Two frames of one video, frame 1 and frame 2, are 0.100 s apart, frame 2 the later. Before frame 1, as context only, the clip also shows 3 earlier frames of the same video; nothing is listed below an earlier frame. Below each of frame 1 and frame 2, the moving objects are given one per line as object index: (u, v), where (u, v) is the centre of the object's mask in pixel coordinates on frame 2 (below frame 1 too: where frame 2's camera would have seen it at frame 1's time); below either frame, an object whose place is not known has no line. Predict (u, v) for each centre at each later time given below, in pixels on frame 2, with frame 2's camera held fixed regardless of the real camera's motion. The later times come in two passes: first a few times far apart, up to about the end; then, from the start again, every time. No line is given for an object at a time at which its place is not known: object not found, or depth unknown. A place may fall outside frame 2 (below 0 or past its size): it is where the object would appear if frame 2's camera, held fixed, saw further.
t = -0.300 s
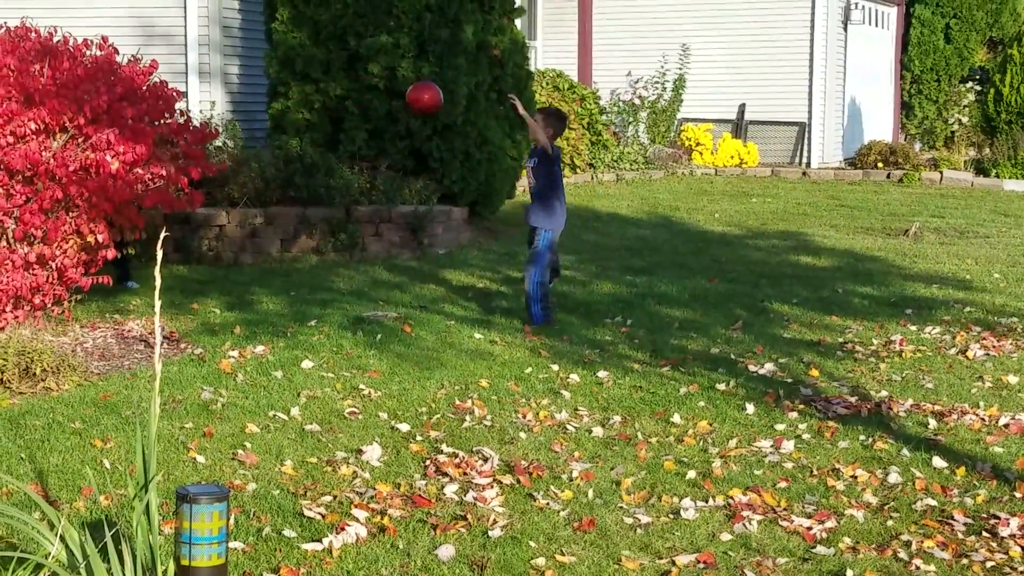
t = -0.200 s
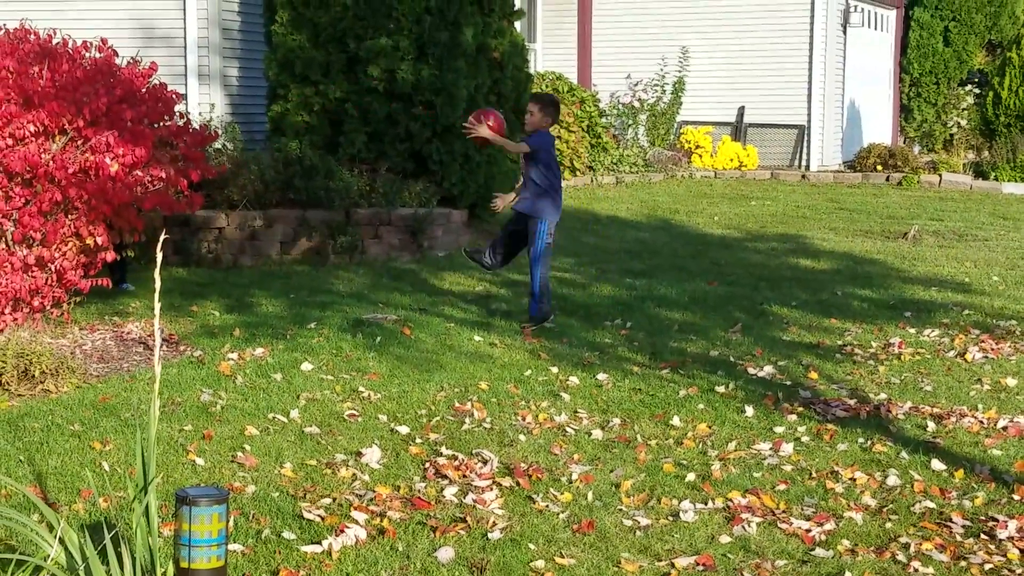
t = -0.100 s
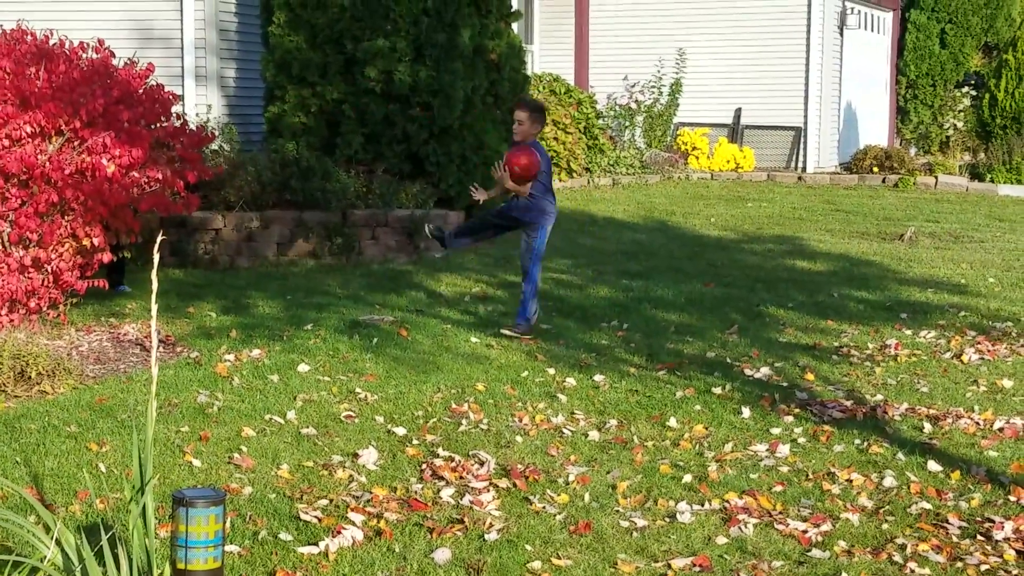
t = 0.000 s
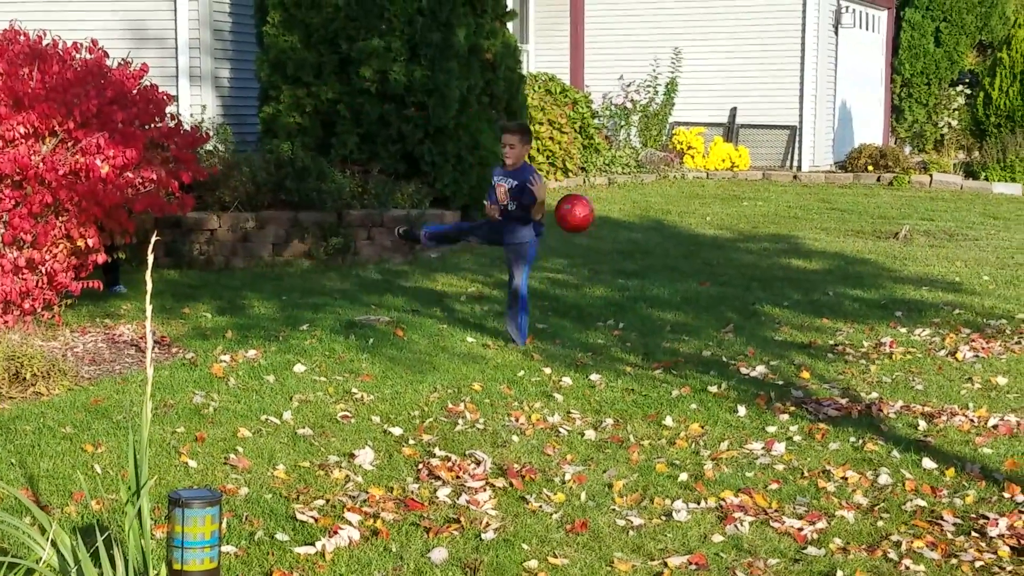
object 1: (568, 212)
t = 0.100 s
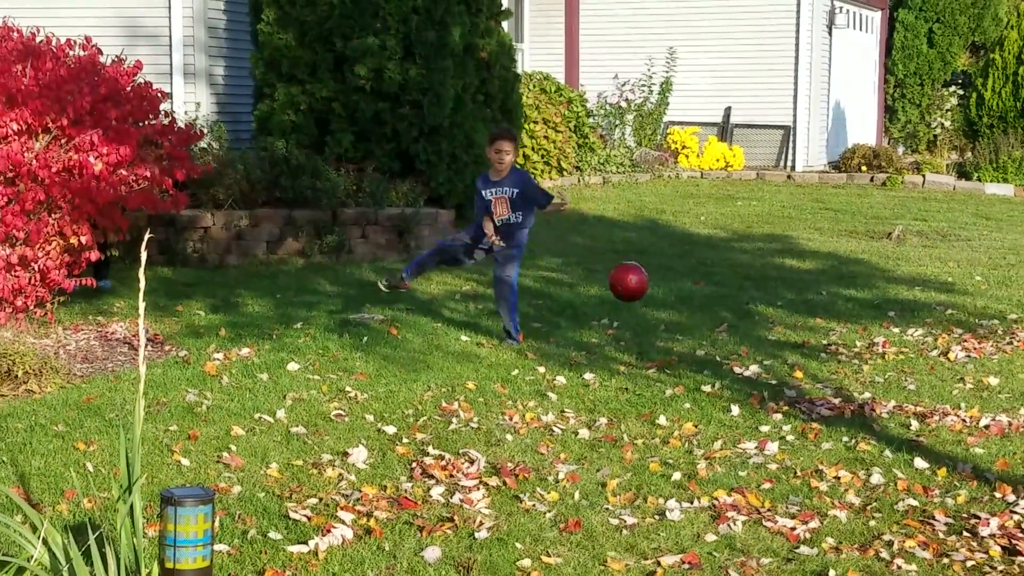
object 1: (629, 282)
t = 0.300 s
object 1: (731, 315)
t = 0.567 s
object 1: (856, 335)
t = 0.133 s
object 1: (648, 310)
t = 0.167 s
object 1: (667, 340)
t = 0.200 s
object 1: (683, 343)
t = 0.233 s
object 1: (699, 332)
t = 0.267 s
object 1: (715, 322)
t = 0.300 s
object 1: (731, 315)
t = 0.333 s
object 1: (746, 311)
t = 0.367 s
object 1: (761, 308)
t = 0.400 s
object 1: (777, 308)
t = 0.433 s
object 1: (792, 309)
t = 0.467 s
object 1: (807, 312)
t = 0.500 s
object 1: (824, 317)
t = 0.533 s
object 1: (840, 324)
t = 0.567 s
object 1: (856, 335)
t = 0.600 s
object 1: (873, 349)
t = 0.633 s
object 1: (888, 363)
